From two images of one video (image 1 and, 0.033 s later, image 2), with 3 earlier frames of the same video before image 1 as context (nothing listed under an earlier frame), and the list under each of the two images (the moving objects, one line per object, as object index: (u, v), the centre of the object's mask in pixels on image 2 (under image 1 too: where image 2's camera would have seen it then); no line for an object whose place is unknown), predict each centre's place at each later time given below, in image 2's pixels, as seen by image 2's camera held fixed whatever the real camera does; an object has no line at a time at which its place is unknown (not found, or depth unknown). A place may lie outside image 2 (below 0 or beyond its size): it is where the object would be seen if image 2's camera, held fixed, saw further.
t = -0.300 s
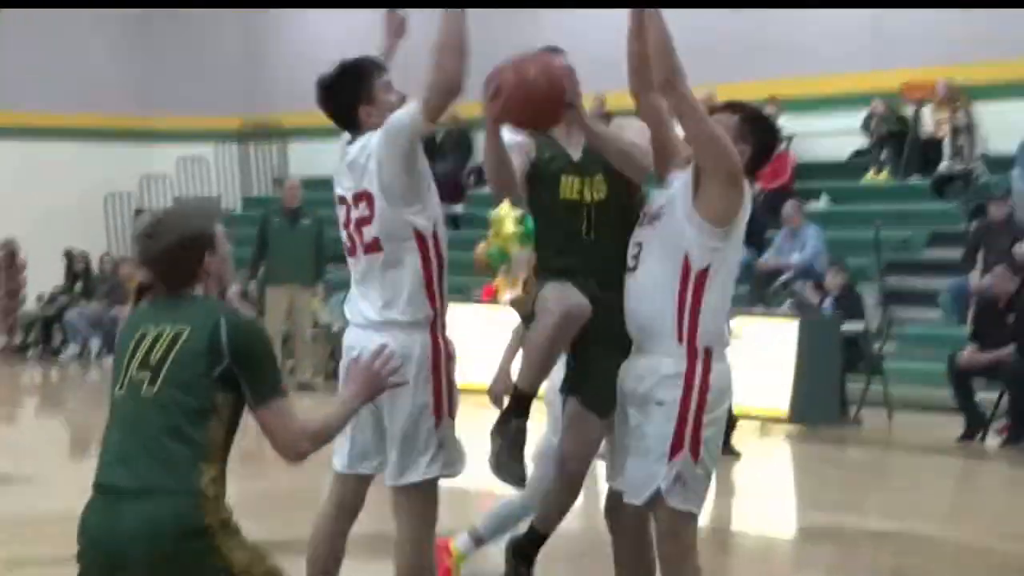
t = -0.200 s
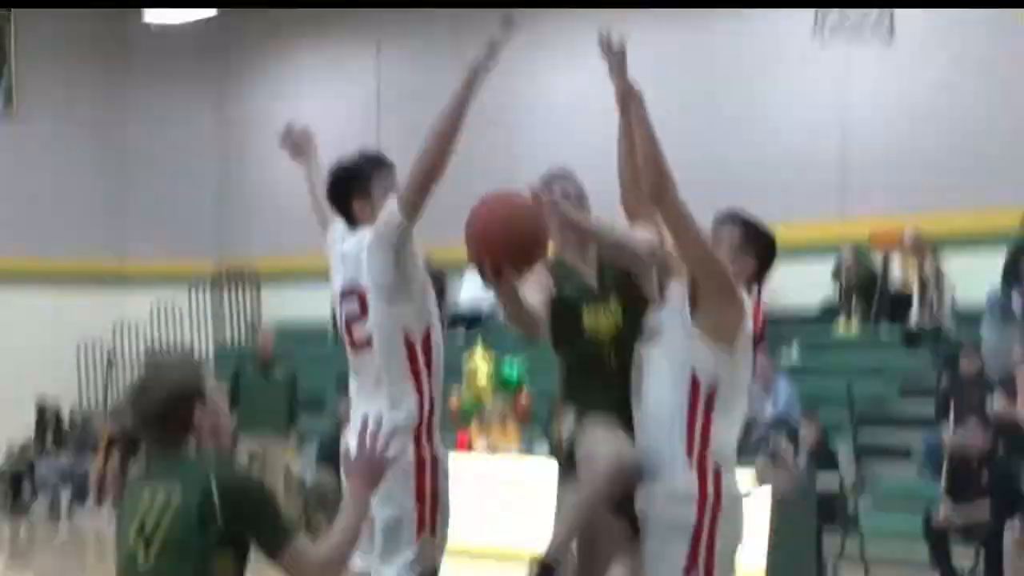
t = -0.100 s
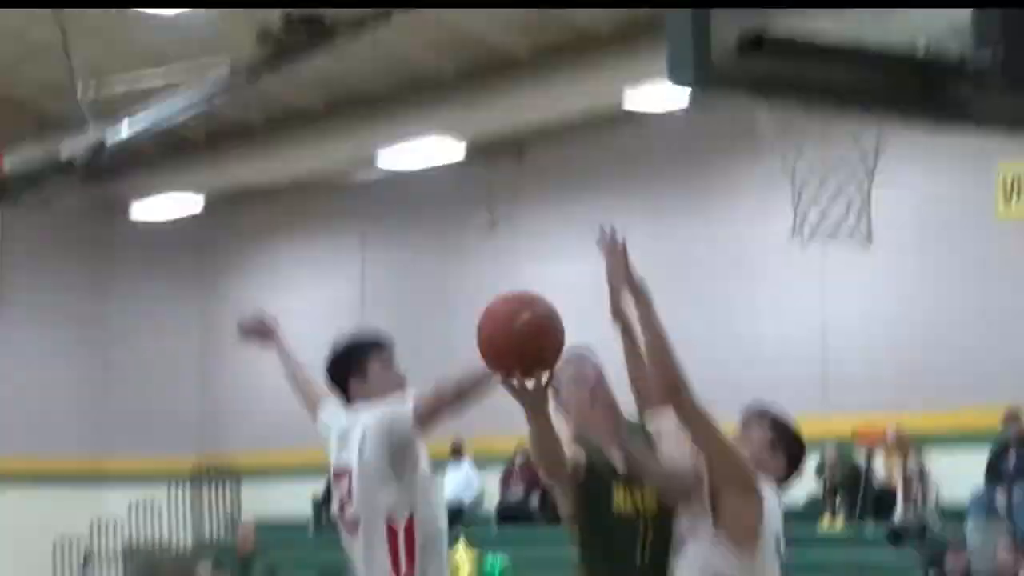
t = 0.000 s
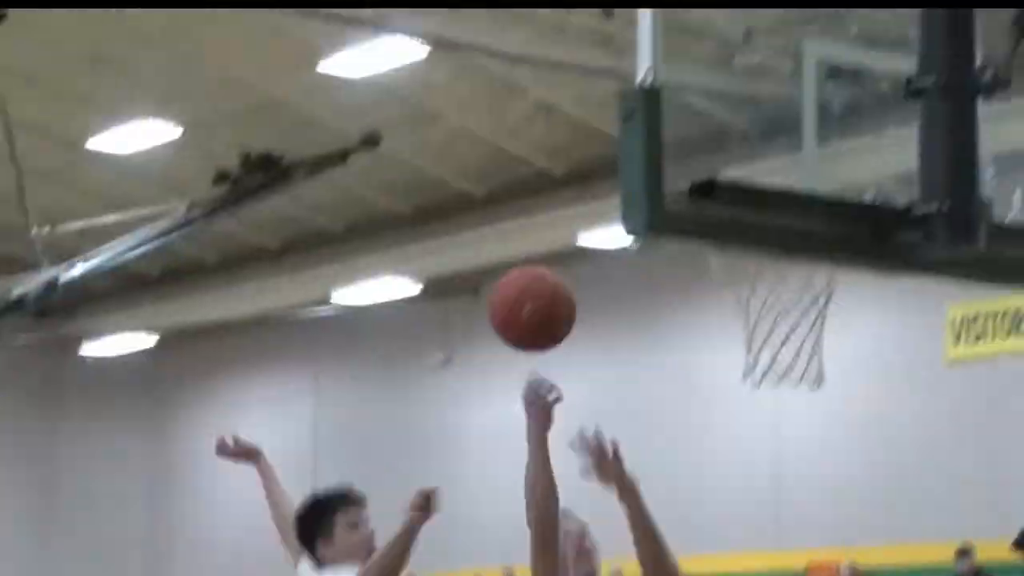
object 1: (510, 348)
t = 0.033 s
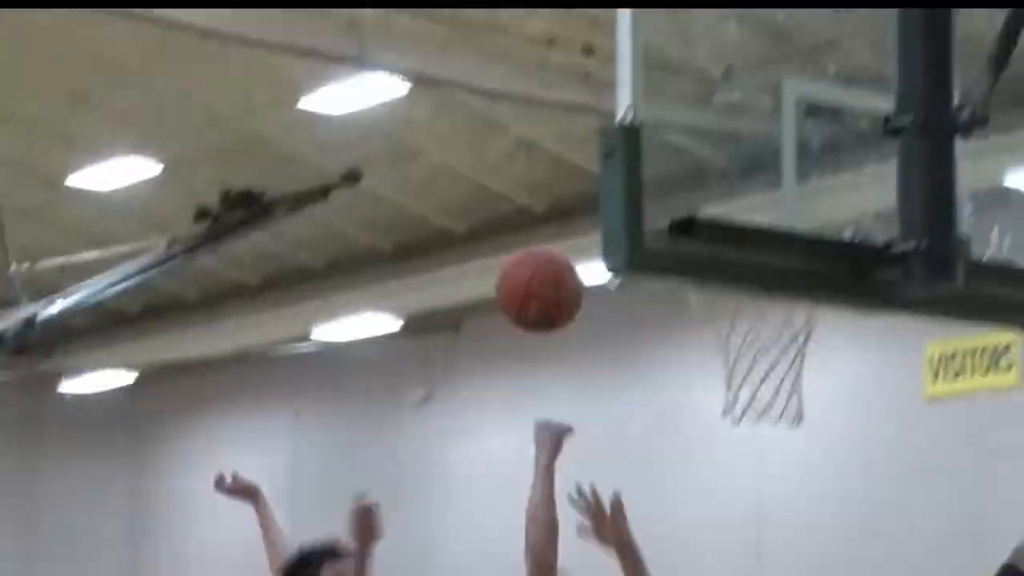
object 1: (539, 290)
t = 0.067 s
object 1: (562, 234)
